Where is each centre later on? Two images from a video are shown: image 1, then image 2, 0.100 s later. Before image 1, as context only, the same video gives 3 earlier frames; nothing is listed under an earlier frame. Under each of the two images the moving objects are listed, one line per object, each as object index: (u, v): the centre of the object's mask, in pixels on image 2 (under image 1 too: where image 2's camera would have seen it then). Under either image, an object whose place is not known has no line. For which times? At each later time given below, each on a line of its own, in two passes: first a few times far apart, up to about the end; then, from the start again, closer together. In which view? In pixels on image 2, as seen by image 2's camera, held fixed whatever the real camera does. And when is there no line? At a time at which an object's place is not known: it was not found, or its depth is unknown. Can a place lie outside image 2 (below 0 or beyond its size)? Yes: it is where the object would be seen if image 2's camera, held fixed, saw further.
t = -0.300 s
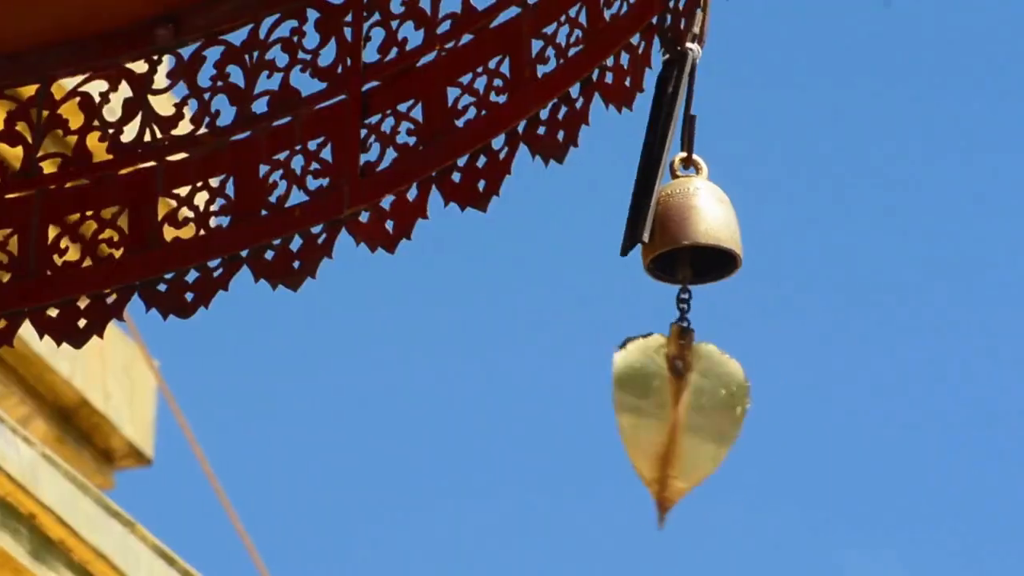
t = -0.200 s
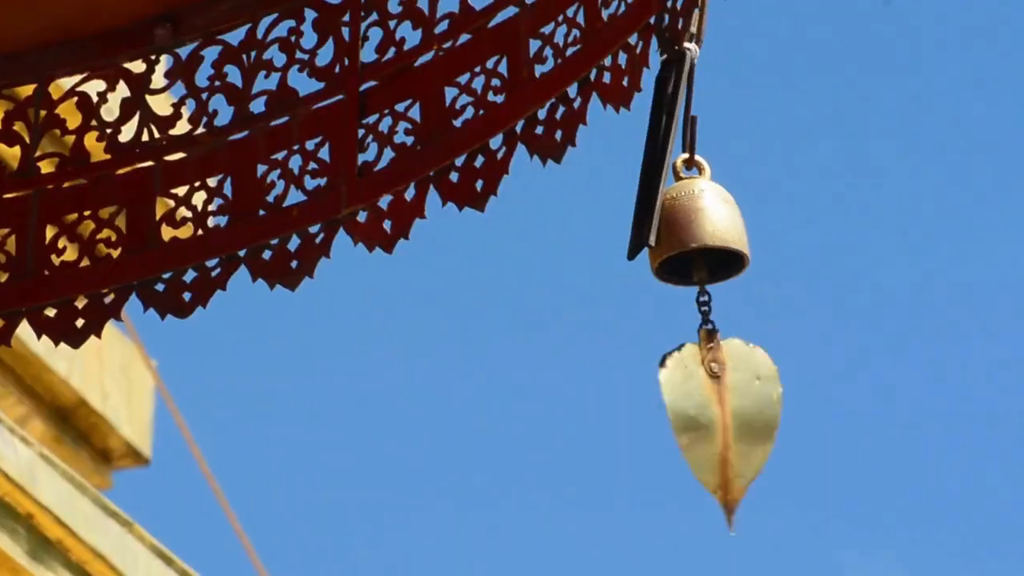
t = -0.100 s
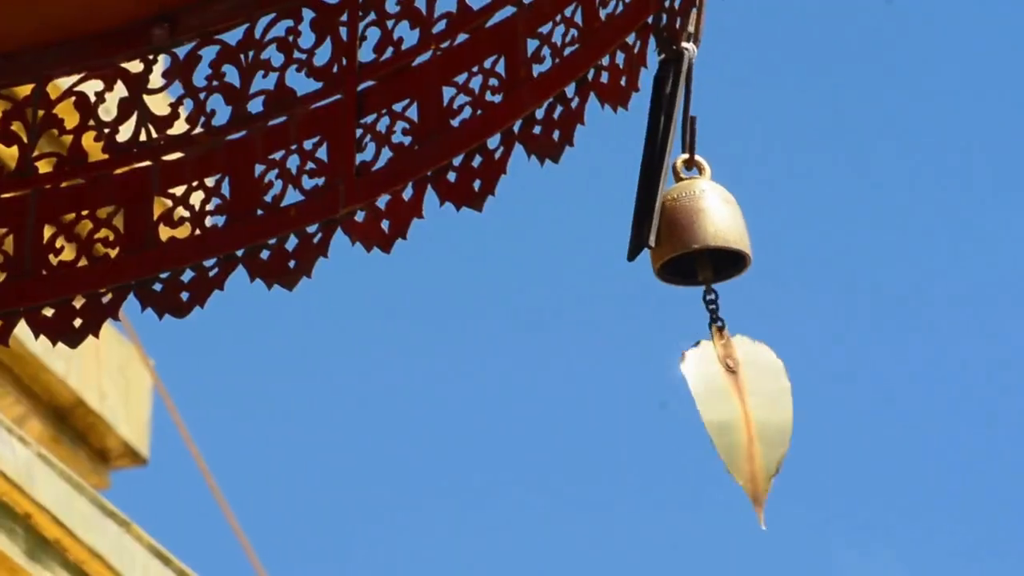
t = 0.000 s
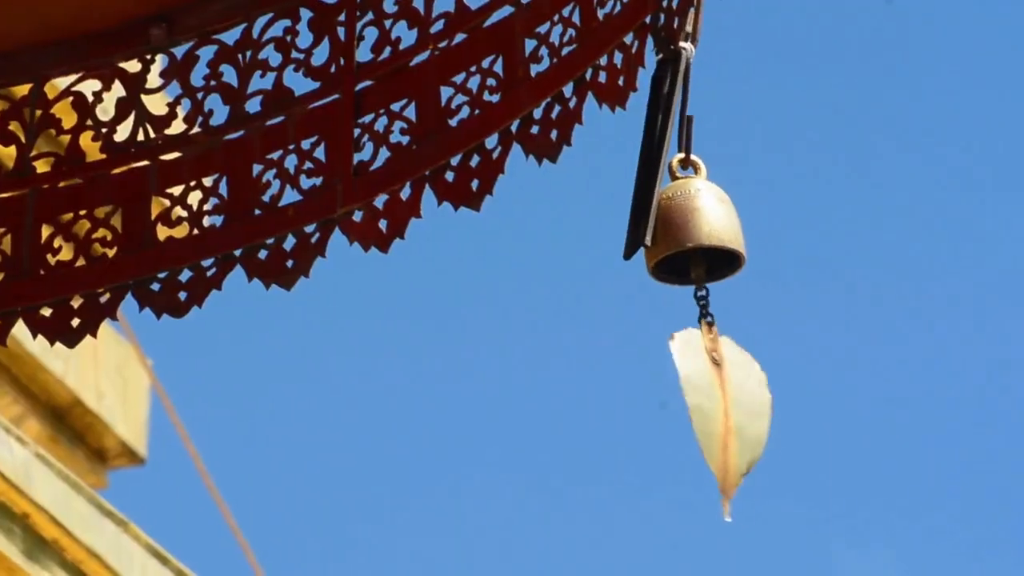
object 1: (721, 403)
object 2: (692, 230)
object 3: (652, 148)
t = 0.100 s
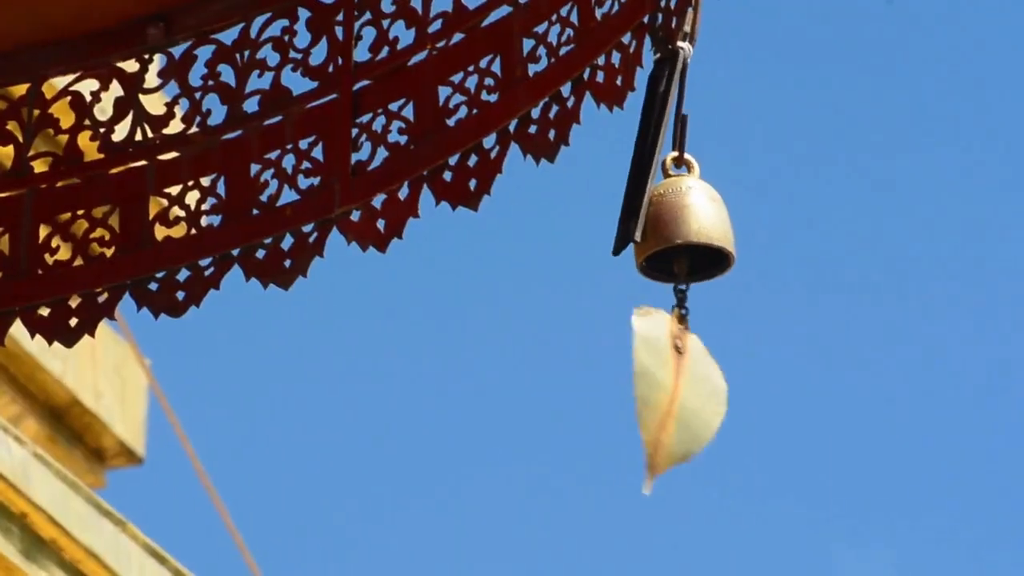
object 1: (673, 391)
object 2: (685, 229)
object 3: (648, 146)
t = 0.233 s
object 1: (617, 369)
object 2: (676, 227)
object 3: (643, 143)
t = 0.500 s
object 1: (676, 406)
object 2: (683, 229)
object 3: (647, 146)
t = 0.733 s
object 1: (727, 409)
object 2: (693, 230)
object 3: (652, 148)
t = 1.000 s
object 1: (624, 377)
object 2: (679, 228)
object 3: (644, 146)
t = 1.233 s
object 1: (634, 394)
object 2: (679, 228)
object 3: (644, 146)
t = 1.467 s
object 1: (704, 413)
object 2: (691, 230)
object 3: (651, 147)
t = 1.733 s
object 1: (628, 392)
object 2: (683, 229)
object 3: (647, 146)
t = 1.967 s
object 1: (658, 376)
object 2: (678, 227)
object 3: (644, 144)
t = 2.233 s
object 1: (674, 414)
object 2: (690, 230)
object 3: (651, 147)
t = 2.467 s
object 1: (631, 405)
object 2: (684, 229)
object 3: (647, 147)
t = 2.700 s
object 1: (609, 383)
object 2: (678, 228)
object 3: (644, 145)
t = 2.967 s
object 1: (649, 406)
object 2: (685, 228)
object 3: (648, 146)
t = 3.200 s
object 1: (683, 412)
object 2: (685, 229)
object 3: (648, 147)
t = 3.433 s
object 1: (587, 364)
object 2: (683, 228)
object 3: (646, 146)
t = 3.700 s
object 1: (669, 409)
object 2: (679, 227)
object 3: (645, 145)
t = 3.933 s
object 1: (692, 416)
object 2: (690, 229)
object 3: (651, 147)
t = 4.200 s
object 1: (599, 314)
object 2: (682, 226)
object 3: (647, 139)
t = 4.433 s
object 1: (637, 404)
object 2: (672, 226)
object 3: (641, 143)
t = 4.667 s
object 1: (738, 402)
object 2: (696, 230)
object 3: (653, 149)
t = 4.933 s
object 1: (627, 405)
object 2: (683, 229)
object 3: (647, 146)
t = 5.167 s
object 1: (592, 392)
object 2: (666, 224)
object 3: (637, 141)
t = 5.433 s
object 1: (701, 393)
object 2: (696, 230)
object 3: (652, 144)
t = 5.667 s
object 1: (572, 379)
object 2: (677, 228)
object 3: (643, 145)
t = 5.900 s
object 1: (620, 360)
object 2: (668, 225)
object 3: (638, 142)
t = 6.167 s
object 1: (657, 411)
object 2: (693, 230)
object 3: (652, 148)
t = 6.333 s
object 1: (735, 405)
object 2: (684, 229)
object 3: (647, 148)
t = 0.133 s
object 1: (656, 384)
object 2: (682, 228)
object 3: (646, 146)
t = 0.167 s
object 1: (640, 378)
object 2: (680, 228)
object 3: (645, 145)
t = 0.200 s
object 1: (627, 372)
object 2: (677, 227)
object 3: (644, 144)
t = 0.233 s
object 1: (617, 369)
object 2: (676, 227)
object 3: (643, 143)
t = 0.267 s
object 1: (611, 368)
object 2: (674, 227)
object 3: (642, 144)
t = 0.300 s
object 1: (609, 370)
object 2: (674, 227)
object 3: (642, 144)
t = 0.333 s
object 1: (612, 374)
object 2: (674, 227)
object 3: (642, 143)
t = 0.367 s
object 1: (618, 380)
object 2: (675, 227)
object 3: (643, 144)
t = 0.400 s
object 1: (629, 387)
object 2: (677, 227)
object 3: (644, 145)
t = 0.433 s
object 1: (643, 394)
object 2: (679, 228)
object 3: (644, 146)
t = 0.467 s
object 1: (659, 401)
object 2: (681, 229)
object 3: (646, 146)
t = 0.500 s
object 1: (676, 406)
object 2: (683, 229)
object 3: (647, 146)
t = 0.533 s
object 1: (693, 409)
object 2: (686, 229)
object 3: (648, 148)
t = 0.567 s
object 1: (707, 409)
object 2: (688, 230)
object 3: (650, 149)
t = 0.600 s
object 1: (719, 409)
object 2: (690, 230)
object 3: (651, 148)
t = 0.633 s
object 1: (727, 409)
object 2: (692, 230)
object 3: (652, 148)
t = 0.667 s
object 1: (731, 408)
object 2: (693, 230)
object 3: (652, 148)
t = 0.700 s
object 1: (731, 408)
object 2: (693, 230)
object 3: (653, 148)
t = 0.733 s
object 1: (727, 409)
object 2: (693, 230)
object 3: (652, 148)
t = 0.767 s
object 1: (721, 409)
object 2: (693, 230)
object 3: (652, 148)
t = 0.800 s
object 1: (710, 408)
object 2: (692, 230)
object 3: (651, 149)
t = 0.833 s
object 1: (696, 406)
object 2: (690, 230)
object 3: (651, 147)
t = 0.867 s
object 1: (682, 402)
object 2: (688, 230)
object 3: (649, 147)
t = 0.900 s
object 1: (665, 397)
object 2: (685, 229)
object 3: (648, 148)
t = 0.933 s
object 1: (649, 390)
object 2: (683, 229)
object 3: (647, 146)
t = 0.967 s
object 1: (635, 383)
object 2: (680, 228)
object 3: (645, 145)
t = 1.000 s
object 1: (624, 377)
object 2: (679, 228)
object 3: (644, 146)
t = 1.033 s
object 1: (615, 373)
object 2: (677, 227)
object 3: (644, 144)
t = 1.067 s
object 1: (610, 371)
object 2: (676, 227)
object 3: (643, 144)
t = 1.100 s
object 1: (609, 372)
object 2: (676, 227)
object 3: (643, 145)
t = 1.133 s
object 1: (610, 375)
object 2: (675, 227)
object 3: (643, 144)
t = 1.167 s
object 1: (615, 380)
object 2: (676, 227)
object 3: (643, 144)
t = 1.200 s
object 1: (623, 387)
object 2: (677, 228)
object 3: (644, 144)
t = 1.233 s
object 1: (634, 394)
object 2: (679, 228)
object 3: (644, 146)
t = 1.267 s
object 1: (646, 401)
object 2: (680, 228)
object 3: (645, 145)
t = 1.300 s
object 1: (659, 407)
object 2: (682, 229)
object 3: (646, 146)
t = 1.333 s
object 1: (672, 410)
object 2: (685, 229)
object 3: (648, 147)
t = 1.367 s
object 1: (683, 412)
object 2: (687, 229)
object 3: (649, 147)
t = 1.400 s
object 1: (693, 413)
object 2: (688, 230)
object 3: (650, 147)
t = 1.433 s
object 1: (700, 413)
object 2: (690, 230)
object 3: (651, 147)
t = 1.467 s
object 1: (704, 413)
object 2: (691, 230)
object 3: (651, 147)
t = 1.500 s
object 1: (705, 413)
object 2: (691, 230)
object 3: (651, 147)
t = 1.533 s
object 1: (701, 413)
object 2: (691, 230)
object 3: (651, 147)
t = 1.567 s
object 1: (693, 413)
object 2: (691, 230)
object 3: (651, 147)
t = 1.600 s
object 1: (682, 413)
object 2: (690, 230)
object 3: (651, 147)
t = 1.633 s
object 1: (667, 410)
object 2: (689, 230)
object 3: (650, 147)
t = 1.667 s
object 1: (652, 406)
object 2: (687, 229)
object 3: (649, 146)
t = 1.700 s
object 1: (638, 399)
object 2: (685, 229)
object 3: (648, 146)
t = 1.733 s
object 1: (628, 392)
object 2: (683, 229)
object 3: (647, 146)
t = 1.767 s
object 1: (622, 386)
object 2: (681, 228)
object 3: (646, 145)
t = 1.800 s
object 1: (620, 380)
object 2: (680, 228)
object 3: (645, 144)
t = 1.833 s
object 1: (620, 375)
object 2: (678, 228)
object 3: (644, 144)
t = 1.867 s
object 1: (626, 373)
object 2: (677, 227)
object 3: (644, 144)
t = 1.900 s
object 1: (635, 372)
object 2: (677, 227)
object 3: (644, 145)
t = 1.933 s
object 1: (646, 373)
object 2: (677, 227)
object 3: (644, 145)
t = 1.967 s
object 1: (658, 376)
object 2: (678, 227)
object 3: (644, 144)
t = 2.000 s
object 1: (669, 381)
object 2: (679, 228)
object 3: (644, 145)
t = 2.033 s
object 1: (678, 386)
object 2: (680, 228)
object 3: (645, 145)
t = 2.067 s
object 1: (685, 393)
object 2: (682, 228)
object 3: (646, 145)
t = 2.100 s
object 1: (688, 400)
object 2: (684, 229)
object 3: (647, 147)
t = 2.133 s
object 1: (688, 405)
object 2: (686, 229)
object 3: (648, 148)
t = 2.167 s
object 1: (686, 410)
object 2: (688, 229)
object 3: (650, 147)
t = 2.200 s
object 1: (680, 412)
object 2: (689, 229)
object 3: (650, 147)
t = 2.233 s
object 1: (674, 414)
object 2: (690, 230)
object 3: (651, 147)
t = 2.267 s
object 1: (666, 414)
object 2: (691, 230)
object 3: (651, 148)
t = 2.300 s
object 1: (658, 412)
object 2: (690, 230)
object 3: (651, 148)
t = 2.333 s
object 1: (651, 410)
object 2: (690, 230)
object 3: (651, 147)
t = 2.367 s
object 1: (645, 409)
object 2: (689, 229)
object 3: (650, 147)
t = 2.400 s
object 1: (639, 407)
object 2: (687, 229)
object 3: (649, 148)
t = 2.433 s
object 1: (635, 405)
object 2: (686, 229)
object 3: (648, 147)
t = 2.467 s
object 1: (631, 405)
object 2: (684, 229)
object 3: (647, 147)
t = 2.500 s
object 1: (629, 405)
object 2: (682, 228)
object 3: (646, 146)
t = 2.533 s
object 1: (627, 404)
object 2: (681, 228)
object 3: (646, 146)
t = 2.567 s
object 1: (625, 401)
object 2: (680, 228)
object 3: (645, 146)
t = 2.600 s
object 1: (622, 398)
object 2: (679, 228)
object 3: (644, 146)
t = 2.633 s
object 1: (618, 394)
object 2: (678, 228)
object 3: (644, 145)
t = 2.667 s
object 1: (614, 389)
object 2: (678, 228)
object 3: (644, 144)
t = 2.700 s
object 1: (609, 383)
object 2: (678, 228)
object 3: (644, 145)
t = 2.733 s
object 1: (603, 378)
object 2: (679, 228)
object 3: (644, 145)
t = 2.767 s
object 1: (601, 375)
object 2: (680, 228)
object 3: (645, 145)
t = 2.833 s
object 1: (604, 380)
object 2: (682, 228)
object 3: (646, 145)
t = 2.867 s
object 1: (611, 386)
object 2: (683, 228)
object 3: (647, 145)
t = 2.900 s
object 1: (622, 394)
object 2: (684, 228)
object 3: (647, 145)
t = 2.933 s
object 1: (635, 400)
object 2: (684, 228)
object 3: (647, 146)
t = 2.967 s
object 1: (649, 406)
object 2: (685, 228)
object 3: (648, 146)
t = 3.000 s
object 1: (662, 410)
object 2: (685, 229)
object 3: (648, 146)
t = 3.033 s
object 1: (672, 412)
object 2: (685, 229)
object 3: (648, 146)
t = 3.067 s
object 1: (680, 412)
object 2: (685, 229)
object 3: (648, 147)
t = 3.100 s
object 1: (686, 411)
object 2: (685, 229)
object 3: (648, 146)
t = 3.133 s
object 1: (688, 411)
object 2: (685, 229)
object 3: (648, 146)
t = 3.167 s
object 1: (687, 411)
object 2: (685, 229)
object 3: (648, 146)
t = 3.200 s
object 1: (683, 412)
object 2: (685, 229)
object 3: (648, 147)
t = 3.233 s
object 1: (675, 412)
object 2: (686, 229)
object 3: (648, 147)
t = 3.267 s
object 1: (662, 410)
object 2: (686, 229)
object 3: (648, 147)
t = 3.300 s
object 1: (647, 405)
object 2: (686, 229)
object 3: (648, 146)
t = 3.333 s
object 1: (628, 396)
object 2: (685, 229)
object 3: (648, 146)
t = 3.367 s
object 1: (612, 385)
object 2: (684, 229)
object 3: (648, 146)
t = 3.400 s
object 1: (597, 374)
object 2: (684, 228)
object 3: (647, 147)
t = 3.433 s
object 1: (587, 364)
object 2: (683, 228)
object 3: (646, 146)
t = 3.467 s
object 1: (580, 359)
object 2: (682, 228)
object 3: (646, 145)
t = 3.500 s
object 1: (578, 360)
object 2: (681, 228)
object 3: (646, 145)
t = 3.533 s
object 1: (582, 366)
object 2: (680, 228)
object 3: (645, 146)
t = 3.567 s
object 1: (591, 377)
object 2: (680, 227)
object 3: (645, 146)
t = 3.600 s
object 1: (605, 388)
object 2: (679, 227)
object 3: (644, 146)
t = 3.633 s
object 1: (623, 399)
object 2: (679, 227)
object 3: (644, 145)
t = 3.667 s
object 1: (647, 406)
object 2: (679, 227)
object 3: (644, 145)
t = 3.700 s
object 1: (669, 409)
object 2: (679, 227)
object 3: (645, 145)
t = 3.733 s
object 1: (688, 409)
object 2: (680, 228)
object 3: (645, 145)
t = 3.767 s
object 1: (703, 407)
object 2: (681, 228)
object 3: (646, 145)
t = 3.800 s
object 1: (713, 405)
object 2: (683, 228)
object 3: (647, 146)
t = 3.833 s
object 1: (715, 402)
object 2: (685, 229)
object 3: (648, 146)
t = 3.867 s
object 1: (711, 395)
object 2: (687, 229)
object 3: (649, 147)
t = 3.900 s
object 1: (706, 421)
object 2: (689, 229)
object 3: (650, 147)
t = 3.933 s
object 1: (692, 416)
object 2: (690, 229)
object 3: (651, 147)
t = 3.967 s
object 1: (678, 409)
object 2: (692, 230)
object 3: (652, 147)
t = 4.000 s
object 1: (664, 397)
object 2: (692, 230)
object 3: (651, 147)
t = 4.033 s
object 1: (655, 379)
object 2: (692, 230)
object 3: (651, 147)
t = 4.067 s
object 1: (647, 359)
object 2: (690, 229)
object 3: (651, 147)
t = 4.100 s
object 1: (621, 367)
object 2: (689, 229)
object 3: (650, 147)
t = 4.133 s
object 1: (614, 347)
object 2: (687, 227)
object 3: (649, 146)
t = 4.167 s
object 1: (609, 328)
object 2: (687, 225)
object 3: (647, 145)
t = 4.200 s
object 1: (599, 314)
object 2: (682, 226)
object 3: (647, 139)
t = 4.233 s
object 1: (587, 310)
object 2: (679, 225)
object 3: (644, 143)
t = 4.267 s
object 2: (675, 226)
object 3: (642, 143)
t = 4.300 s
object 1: (572, 334)
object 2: (673, 226)
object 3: (642, 142)
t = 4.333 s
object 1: (576, 357)
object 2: (672, 226)
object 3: (641, 143)
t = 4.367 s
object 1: (590, 377)
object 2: (672, 226)
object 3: (640, 143)
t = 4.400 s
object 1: (611, 394)
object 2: (672, 226)
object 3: (640, 143)
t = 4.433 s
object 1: (637, 404)
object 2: (672, 226)
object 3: (641, 143)
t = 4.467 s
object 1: (666, 410)
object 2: (674, 227)
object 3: (642, 143)
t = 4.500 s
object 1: (693, 407)
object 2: (677, 228)
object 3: (643, 145)
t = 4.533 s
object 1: (714, 400)
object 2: (680, 228)
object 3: (645, 146)
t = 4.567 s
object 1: (727, 387)
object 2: (684, 229)
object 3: (647, 147)
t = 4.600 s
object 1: (738, 415)
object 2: (689, 229)
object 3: (650, 147)
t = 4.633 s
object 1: (740, 402)
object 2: (693, 230)
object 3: (652, 148)
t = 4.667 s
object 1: (738, 402)
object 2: (696, 230)
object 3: (653, 149)
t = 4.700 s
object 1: (734, 407)
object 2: (699, 230)
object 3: (653, 149)
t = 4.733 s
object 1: (728, 410)
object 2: (700, 230)
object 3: (653, 148)
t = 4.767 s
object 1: (721, 407)
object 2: (700, 230)
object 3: (653, 148)
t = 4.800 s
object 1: (715, 403)
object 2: (699, 230)
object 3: (653, 148)
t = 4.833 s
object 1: (705, 402)
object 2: (697, 230)
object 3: (653, 148)
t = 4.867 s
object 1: (688, 402)
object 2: (694, 230)
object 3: (653, 148)
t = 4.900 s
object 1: (666, 383)
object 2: (689, 229)
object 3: (650, 146)
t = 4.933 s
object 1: (627, 405)
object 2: (683, 229)
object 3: (647, 146)
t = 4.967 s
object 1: (612, 382)
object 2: (678, 228)
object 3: (644, 144)
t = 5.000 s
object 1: (600, 375)
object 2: (674, 227)
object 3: (642, 143)
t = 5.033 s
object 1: (594, 372)
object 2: (670, 226)
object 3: (640, 142)
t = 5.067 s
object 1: (594, 374)
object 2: (668, 225)
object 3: (638, 141)
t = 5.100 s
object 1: (595, 379)
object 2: (666, 225)
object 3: (638, 141)
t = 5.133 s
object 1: (593, 388)
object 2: (666, 224)
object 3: (637, 141)
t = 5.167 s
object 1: (592, 392)
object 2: (666, 224)
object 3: (637, 141)
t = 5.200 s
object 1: (593, 394)
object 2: (668, 225)
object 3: (638, 143)
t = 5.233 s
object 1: (600, 394)
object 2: (670, 226)
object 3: (640, 143)
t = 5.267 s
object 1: (612, 396)
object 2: (674, 227)
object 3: (641, 145)
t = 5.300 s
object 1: (630, 401)
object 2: (679, 228)
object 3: (644, 145)
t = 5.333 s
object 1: (651, 406)
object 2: (684, 229)
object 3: (647, 147)
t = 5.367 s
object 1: (673, 409)
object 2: (689, 230)
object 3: (649, 147)
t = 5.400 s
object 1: (693, 405)
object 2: (692, 230)
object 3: (652, 144)
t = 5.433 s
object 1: (701, 393)
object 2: (696, 230)
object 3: (652, 144)
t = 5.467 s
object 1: (680, 398)
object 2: (698, 230)
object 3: (651, 146)
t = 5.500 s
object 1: (639, 380)
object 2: (698, 230)
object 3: (651, 146)
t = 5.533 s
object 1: (599, 364)
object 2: (696, 230)
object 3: (652, 144)
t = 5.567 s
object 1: (569, 358)
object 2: (693, 229)
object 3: (652, 143)
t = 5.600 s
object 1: (563, 354)
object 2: (689, 229)
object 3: (650, 144)
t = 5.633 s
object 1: (562, 364)
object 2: (683, 228)
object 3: (647, 145)
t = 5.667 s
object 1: (572, 379)
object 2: (677, 228)
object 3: (643, 145)
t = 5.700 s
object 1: (590, 393)
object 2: (671, 227)
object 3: (640, 143)
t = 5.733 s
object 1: (616, 402)
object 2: (666, 226)
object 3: (637, 142)
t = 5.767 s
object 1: (643, 402)
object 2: (662, 225)
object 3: (635, 141)
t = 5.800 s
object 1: (662, 394)
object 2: (661, 224)
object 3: (634, 140)
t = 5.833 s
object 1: (666, 416)
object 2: (661, 224)
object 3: (635, 140)
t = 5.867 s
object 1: (644, 378)
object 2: (664, 225)
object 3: (636, 141)
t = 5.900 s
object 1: (620, 360)
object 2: (668, 225)
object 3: (638, 142)
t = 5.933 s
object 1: (596, 346)
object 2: (673, 226)
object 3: (641, 144)
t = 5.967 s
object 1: (578, 342)
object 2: (678, 227)
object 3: (643, 145)
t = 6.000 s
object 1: (570, 345)
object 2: (684, 227)
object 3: (646, 147)
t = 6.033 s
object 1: (572, 357)
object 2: (688, 228)
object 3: (649, 148)
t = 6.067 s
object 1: (583, 372)
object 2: (691, 229)
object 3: (651, 148)
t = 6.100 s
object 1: (602, 389)
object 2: (693, 229)
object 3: (651, 149)
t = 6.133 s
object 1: (627, 403)
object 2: (693, 230)
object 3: (651, 148)
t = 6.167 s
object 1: (657, 411)
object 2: (693, 230)
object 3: (652, 148)
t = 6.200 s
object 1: (689, 412)
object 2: (692, 231)
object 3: (652, 146)
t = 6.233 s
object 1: (720, 407)
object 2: (690, 231)
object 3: (651, 147)
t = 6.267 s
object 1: (744, 402)
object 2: (688, 230)
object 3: (650, 148)
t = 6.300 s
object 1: (749, 395)
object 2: (686, 230)
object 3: (648, 149)
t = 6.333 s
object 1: (735, 405)
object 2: (684, 229)
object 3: (647, 148)
